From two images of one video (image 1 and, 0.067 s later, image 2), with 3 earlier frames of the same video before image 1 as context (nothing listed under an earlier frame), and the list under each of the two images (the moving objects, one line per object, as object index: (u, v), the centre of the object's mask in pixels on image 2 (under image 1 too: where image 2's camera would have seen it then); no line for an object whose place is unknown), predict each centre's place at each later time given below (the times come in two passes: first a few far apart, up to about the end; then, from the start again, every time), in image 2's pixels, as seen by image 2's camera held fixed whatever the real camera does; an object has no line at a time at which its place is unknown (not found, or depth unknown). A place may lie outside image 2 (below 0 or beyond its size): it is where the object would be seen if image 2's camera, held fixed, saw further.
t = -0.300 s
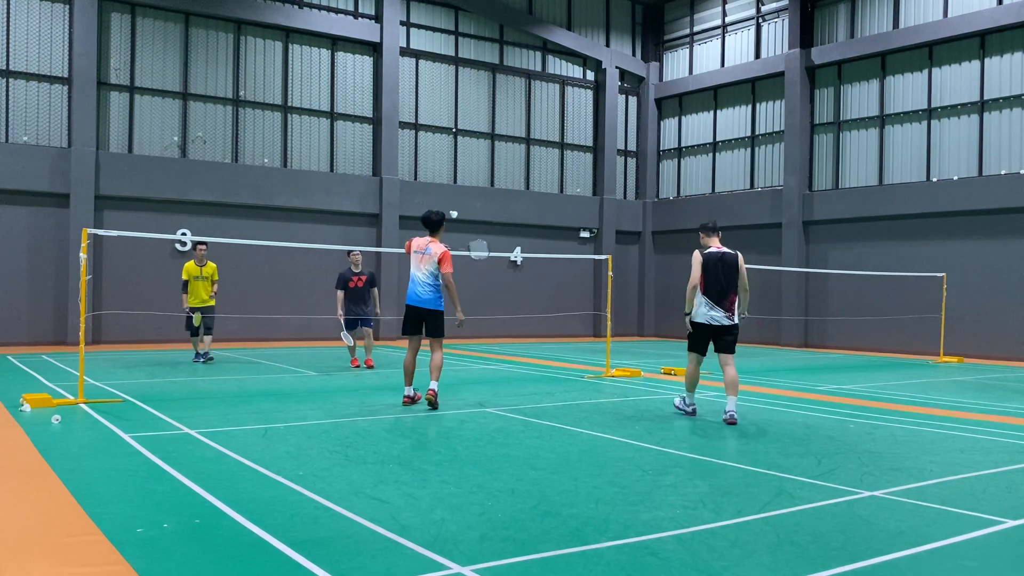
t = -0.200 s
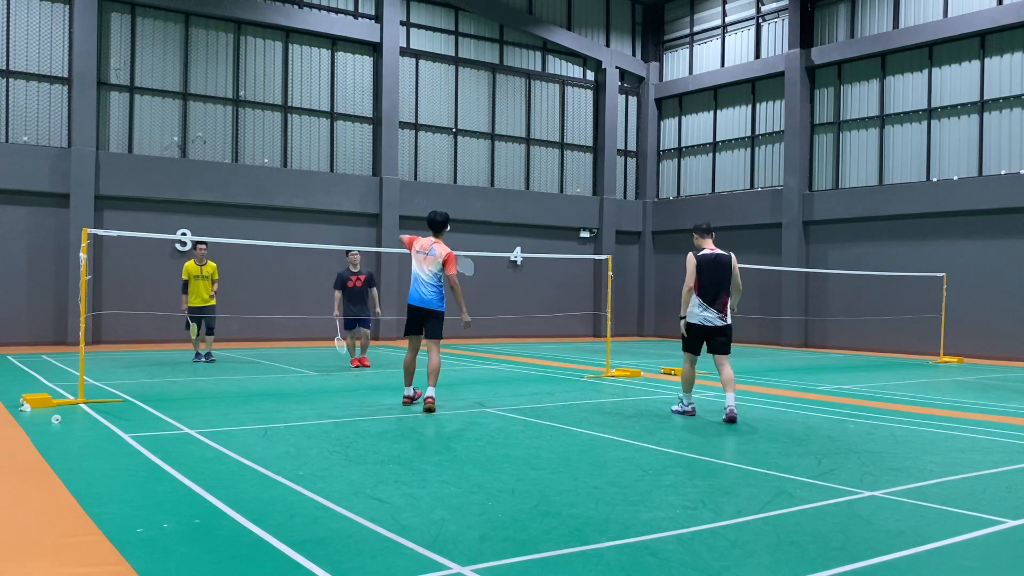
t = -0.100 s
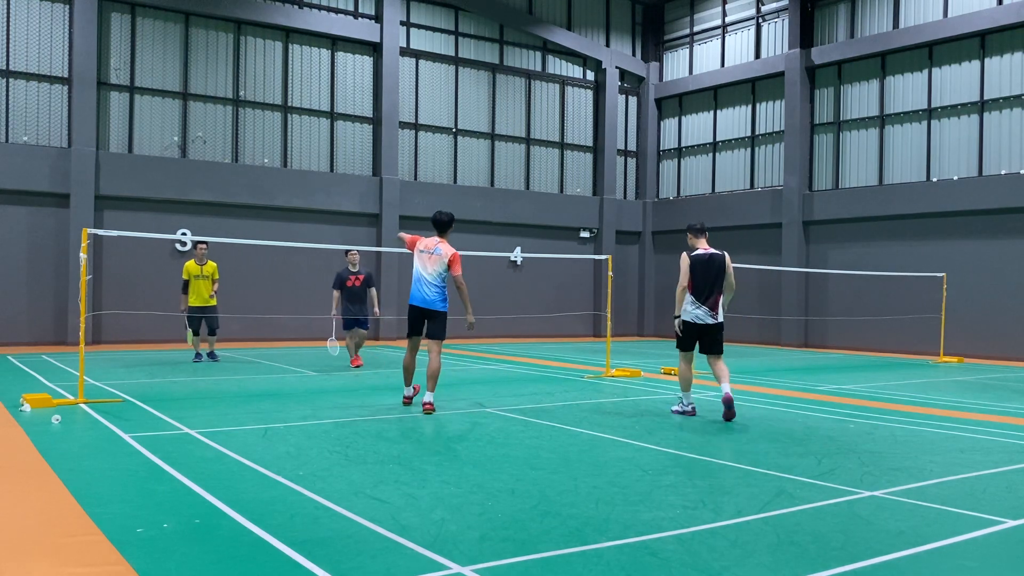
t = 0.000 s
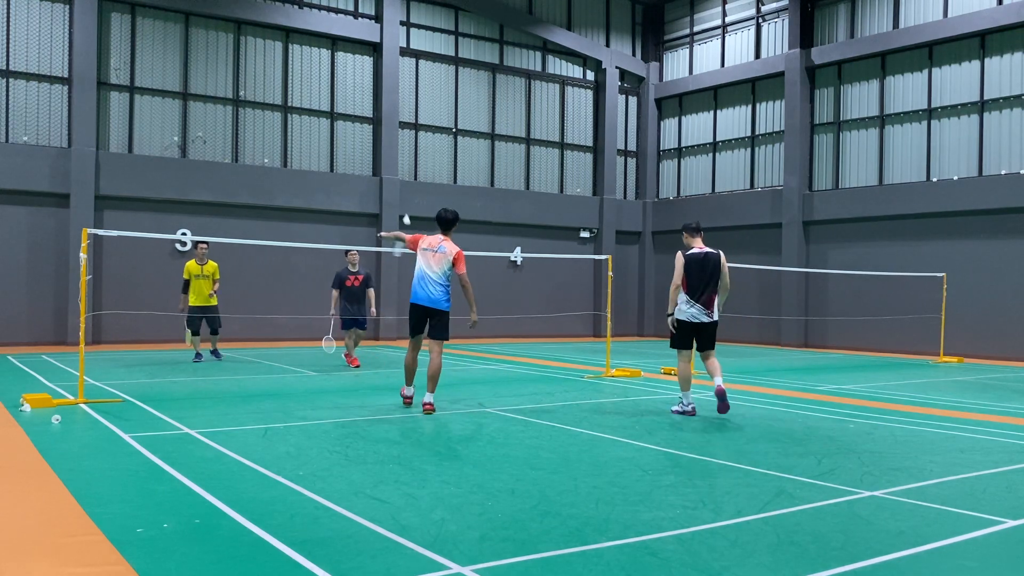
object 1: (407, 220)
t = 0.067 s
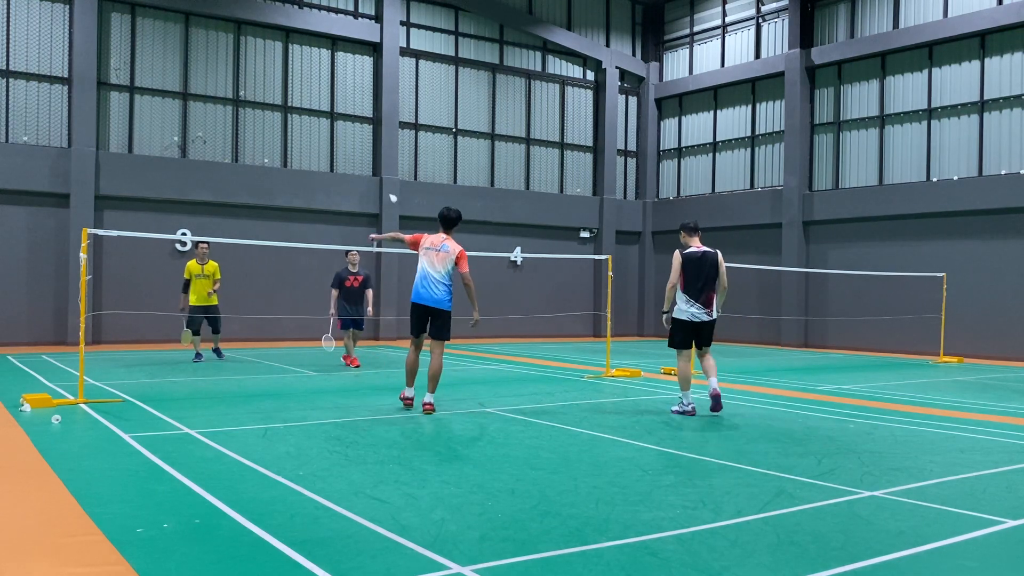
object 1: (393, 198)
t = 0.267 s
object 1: (355, 170)
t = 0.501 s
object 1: (323, 182)
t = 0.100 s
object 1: (386, 190)
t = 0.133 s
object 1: (379, 184)
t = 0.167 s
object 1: (373, 179)
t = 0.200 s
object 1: (366, 175)
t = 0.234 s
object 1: (361, 172)
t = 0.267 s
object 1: (355, 170)
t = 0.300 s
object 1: (349, 170)
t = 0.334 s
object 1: (345, 170)
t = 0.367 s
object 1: (340, 170)
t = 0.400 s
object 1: (336, 172)
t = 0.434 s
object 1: (331, 175)
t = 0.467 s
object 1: (327, 178)
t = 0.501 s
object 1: (323, 182)
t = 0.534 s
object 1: (319, 187)
